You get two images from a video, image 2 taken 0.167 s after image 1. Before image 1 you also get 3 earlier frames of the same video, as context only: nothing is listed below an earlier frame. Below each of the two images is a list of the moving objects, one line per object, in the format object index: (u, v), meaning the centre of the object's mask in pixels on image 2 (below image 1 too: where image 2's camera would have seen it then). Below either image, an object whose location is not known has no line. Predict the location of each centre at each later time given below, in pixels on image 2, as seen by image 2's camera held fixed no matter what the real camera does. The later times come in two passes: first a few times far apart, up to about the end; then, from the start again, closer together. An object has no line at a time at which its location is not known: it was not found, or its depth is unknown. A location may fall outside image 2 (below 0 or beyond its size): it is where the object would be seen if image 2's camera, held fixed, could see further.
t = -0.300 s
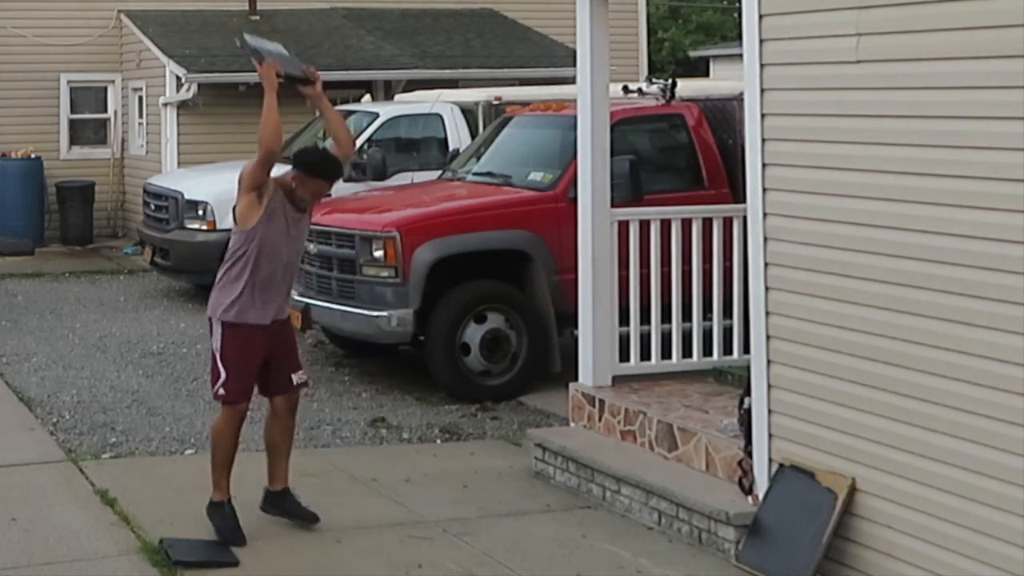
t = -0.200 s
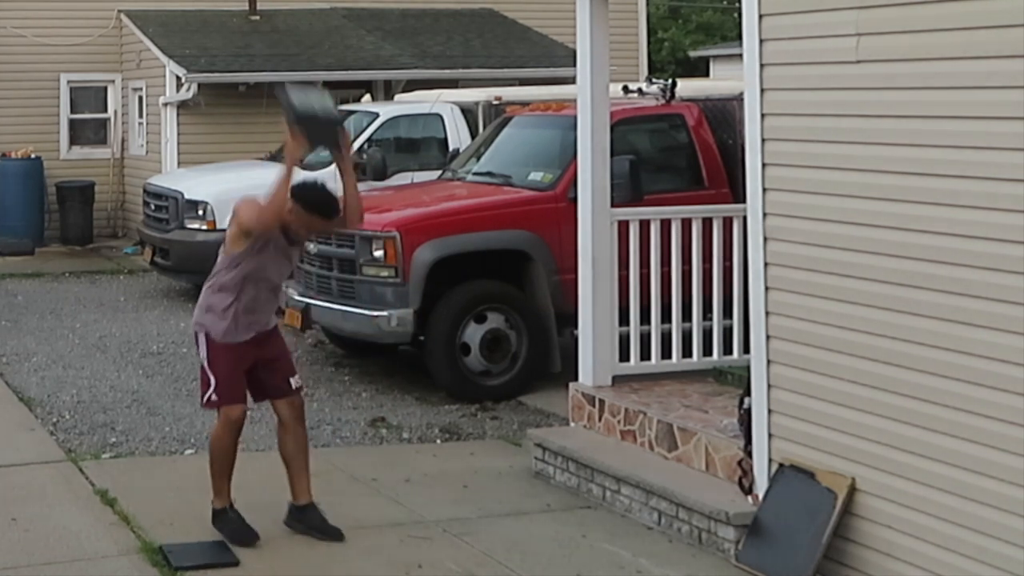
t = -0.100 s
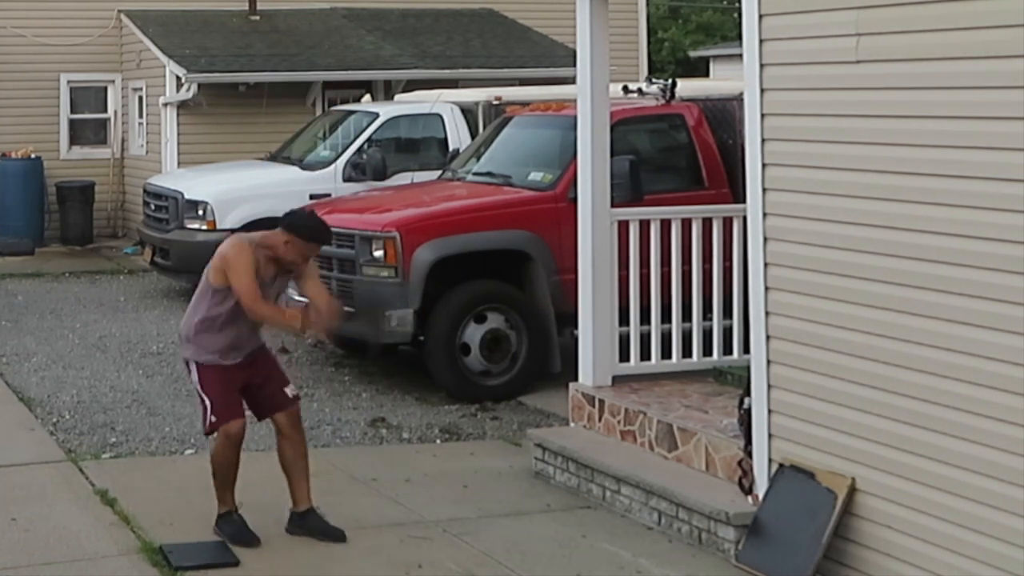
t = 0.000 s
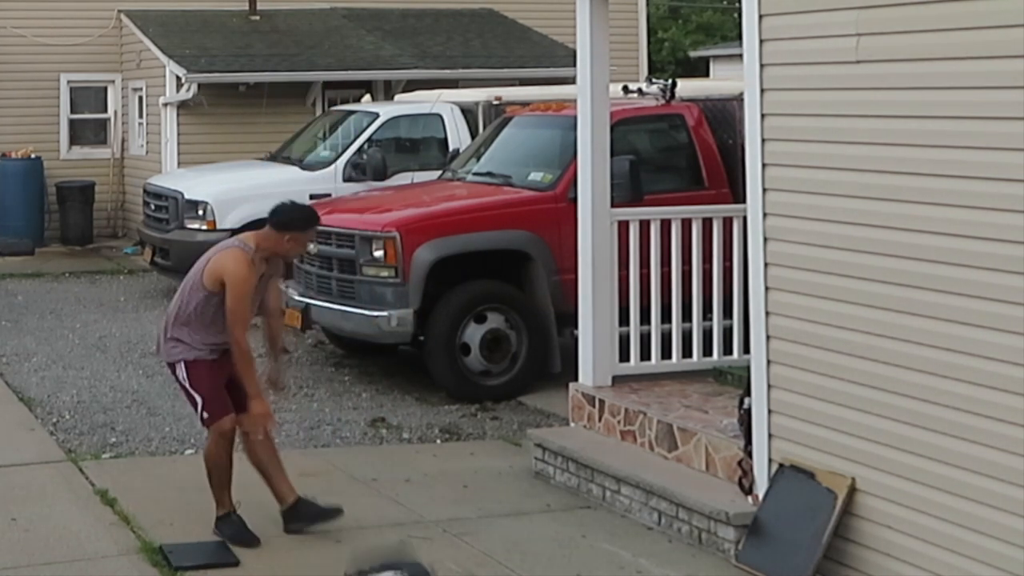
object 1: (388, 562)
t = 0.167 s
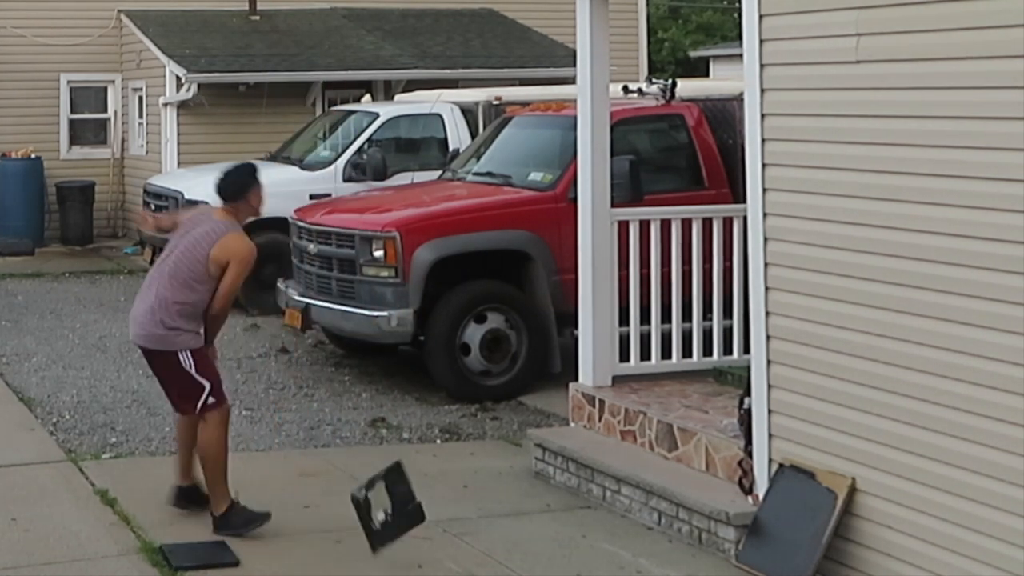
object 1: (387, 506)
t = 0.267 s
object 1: (387, 494)
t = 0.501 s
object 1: (395, 539)
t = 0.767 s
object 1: (392, 550)
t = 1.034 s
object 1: (393, 551)
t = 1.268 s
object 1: (393, 551)
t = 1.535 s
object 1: (393, 551)
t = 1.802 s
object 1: (393, 551)
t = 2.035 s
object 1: (393, 551)
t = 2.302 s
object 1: (393, 551)
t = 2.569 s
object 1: (393, 551)
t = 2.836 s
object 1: (393, 551)
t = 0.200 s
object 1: (387, 500)
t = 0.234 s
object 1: (387, 495)
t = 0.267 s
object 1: (387, 494)
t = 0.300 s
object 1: (387, 495)
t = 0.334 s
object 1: (387, 499)
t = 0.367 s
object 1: (386, 505)
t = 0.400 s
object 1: (386, 514)
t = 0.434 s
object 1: (385, 525)
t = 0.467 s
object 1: (385, 534)
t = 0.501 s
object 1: (395, 539)
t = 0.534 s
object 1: (396, 542)
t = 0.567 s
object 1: (394, 543)
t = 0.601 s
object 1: (394, 543)
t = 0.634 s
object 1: (393, 543)
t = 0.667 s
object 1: (391, 545)
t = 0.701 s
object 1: (394, 549)
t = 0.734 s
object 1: (394, 550)
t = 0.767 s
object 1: (392, 550)
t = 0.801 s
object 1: (392, 550)
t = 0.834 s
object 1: (392, 551)
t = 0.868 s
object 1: (392, 551)
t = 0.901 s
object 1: (393, 551)
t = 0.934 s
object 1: (392, 551)
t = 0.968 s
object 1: (393, 551)
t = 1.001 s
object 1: (393, 551)
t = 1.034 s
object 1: (393, 551)
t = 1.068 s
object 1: (393, 551)
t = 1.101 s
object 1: (393, 551)
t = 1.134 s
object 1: (393, 551)
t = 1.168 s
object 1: (393, 551)
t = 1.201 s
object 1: (393, 551)
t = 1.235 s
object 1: (393, 551)
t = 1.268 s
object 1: (393, 551)
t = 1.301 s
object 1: (393, 551)
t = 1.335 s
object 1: (393, 551)
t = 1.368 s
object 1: (393, 551)
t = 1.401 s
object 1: (393, 551)
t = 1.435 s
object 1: (393, 551)
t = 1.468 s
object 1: (393, 551)
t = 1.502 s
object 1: (393, 551)
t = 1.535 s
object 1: (393, 551)
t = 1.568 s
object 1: (393, 551)
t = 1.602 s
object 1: (393, 551)
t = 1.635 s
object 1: (393, 551)
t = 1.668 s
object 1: (393, 551)
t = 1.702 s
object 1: (393, 551)
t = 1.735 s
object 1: (393, 551)
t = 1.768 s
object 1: (393, 551)
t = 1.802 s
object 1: (393, 551)
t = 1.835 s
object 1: (393, 551)
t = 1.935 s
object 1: (393, 551)
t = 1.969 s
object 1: (393, 551)
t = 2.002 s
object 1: (393, 551)
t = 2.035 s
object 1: (393, 551)
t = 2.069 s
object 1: (393, 551)
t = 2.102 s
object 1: (393, 551)
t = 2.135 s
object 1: (393, 551)
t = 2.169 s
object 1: (393, 551)
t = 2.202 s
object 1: (393, 551)
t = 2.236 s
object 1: (393, 551)
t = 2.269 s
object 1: (393, 551)
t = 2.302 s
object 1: (393, 551)
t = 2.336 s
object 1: (393, 551)
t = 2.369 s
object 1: (393, 551)
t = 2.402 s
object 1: (393, 551)
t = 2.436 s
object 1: (393, 551)
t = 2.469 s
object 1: (393, 551)
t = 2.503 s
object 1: (393, 551)
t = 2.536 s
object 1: (393, 551)
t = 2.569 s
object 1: (393, 551)
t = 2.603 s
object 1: (393, 551)
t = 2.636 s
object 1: (393, 551)
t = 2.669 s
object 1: (393, 551)
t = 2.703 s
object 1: (393, 551)
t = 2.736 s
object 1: (393, 551)
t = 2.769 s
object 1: (393, 551)
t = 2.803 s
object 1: (393, 551)
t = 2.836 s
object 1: (393, 551)
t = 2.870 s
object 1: (393, 551)
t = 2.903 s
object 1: (393, 551)
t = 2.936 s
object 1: (393, 551)
